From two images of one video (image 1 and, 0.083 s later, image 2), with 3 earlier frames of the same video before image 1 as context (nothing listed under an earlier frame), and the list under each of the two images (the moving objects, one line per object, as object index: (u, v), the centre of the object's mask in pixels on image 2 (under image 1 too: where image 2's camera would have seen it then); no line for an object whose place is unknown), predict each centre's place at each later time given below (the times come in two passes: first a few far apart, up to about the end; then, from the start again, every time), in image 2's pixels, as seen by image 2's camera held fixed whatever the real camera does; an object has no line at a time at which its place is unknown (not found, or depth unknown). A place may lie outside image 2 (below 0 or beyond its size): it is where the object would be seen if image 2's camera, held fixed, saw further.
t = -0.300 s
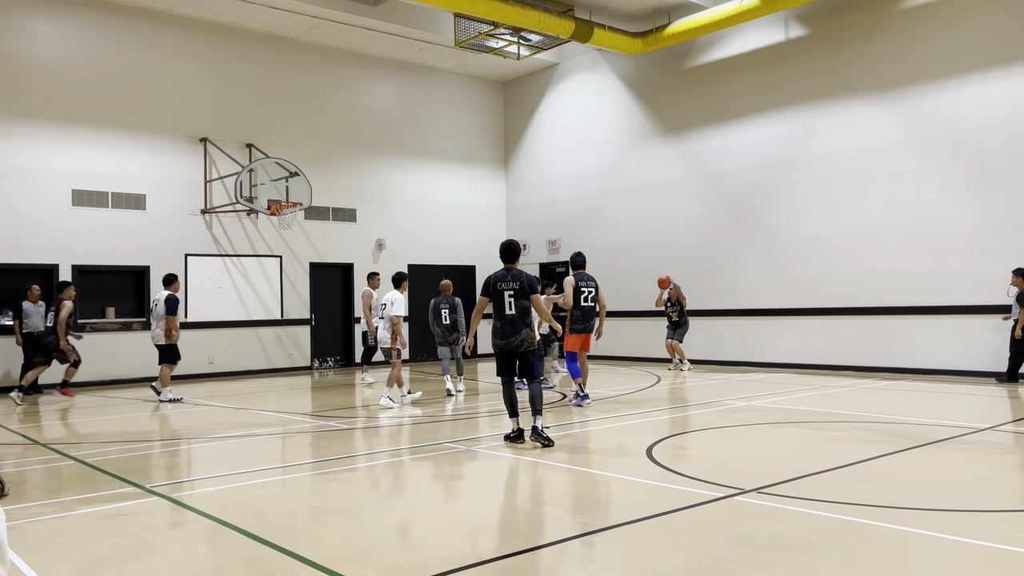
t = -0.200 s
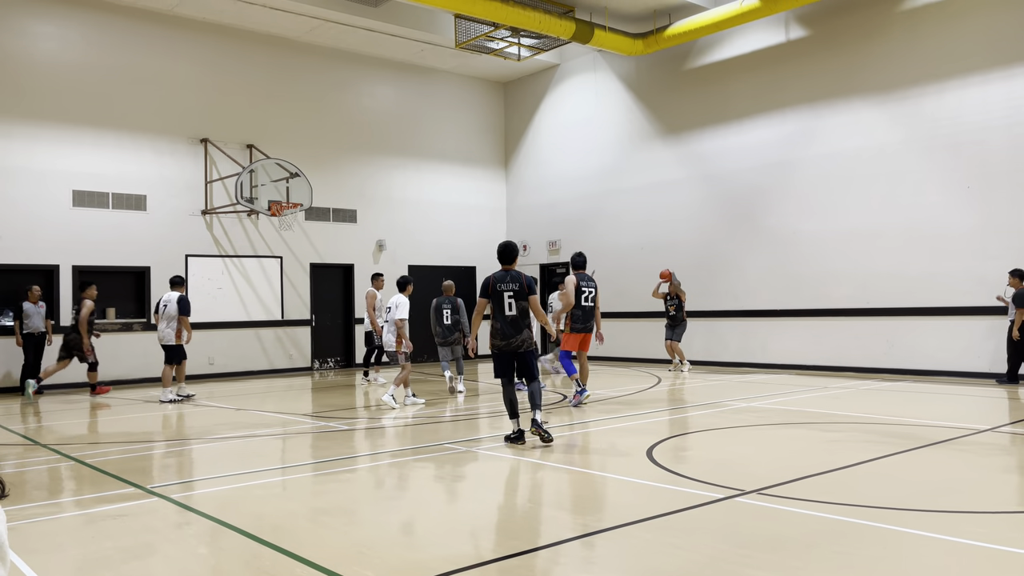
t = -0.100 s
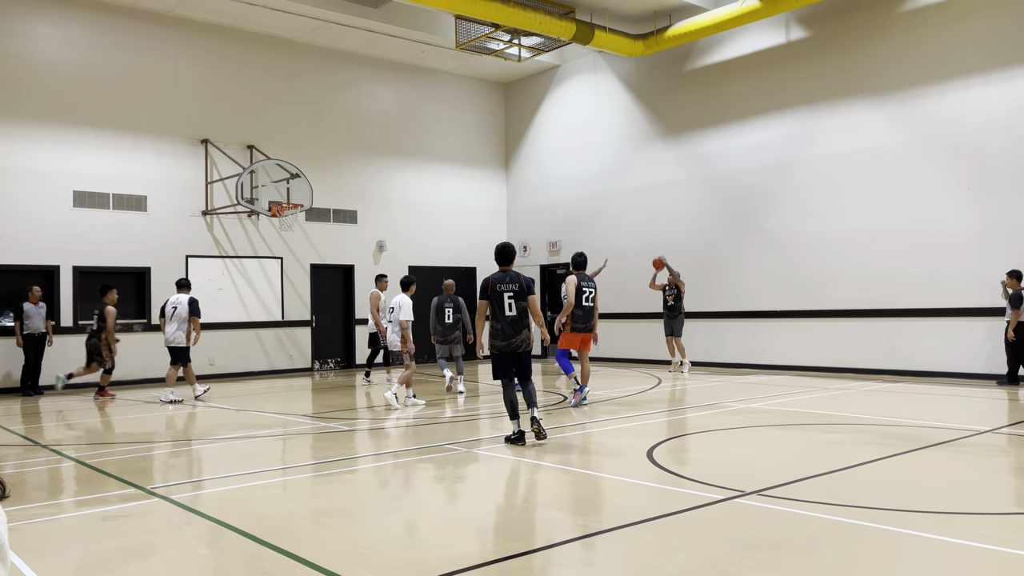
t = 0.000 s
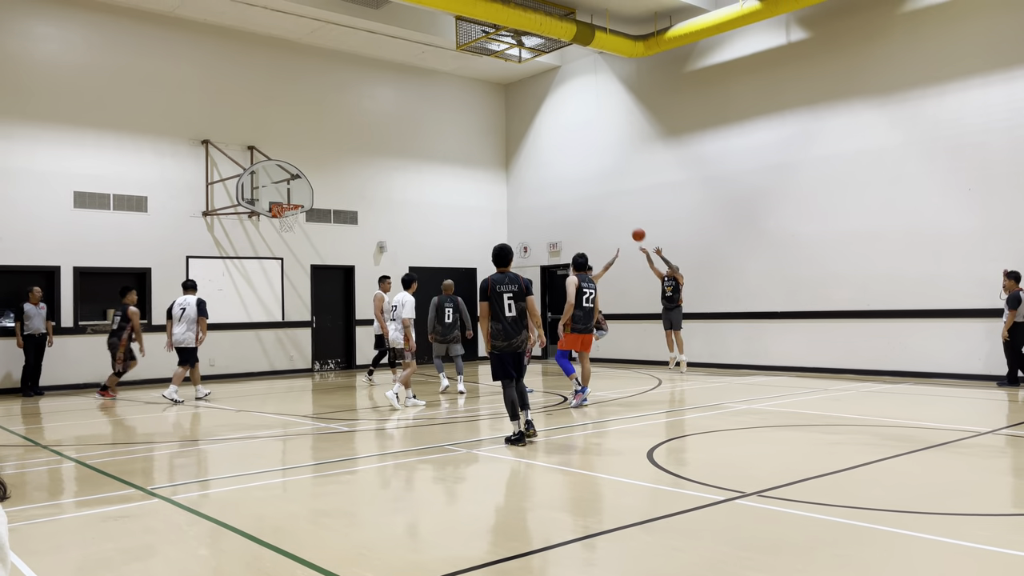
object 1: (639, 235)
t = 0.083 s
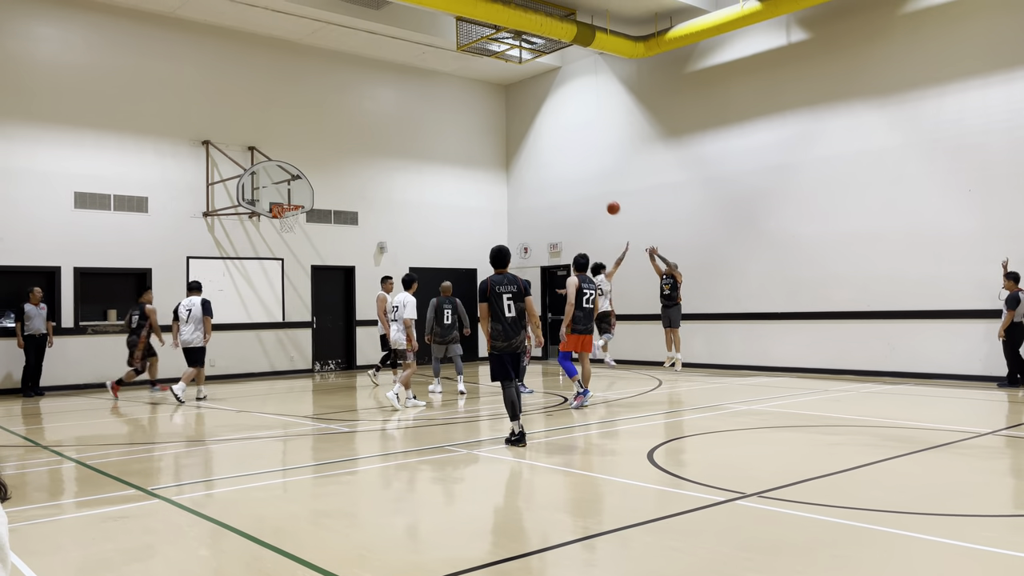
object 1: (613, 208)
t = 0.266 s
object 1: (557, 161)
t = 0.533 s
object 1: (477, 126)
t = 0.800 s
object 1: (398, 130)
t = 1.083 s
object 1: (314, 179)
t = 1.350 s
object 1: (263, 182)
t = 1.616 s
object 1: (229, 171)
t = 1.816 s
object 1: (204, 193)
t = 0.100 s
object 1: (608, 203)
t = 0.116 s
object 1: (603, 198)
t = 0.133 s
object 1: (598, 193)
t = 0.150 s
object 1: (592, 188)
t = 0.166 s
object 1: (587, 184)
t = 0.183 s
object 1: (582, 180)
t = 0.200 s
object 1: (577, 176)
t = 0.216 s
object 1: (572, 172)
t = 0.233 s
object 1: (567, 168)
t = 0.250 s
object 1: (562, 164)
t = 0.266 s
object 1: (557, 161)
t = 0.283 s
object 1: (552, 158)
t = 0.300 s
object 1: (547, 154)
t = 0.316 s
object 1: (542, 151)
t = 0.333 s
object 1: (537, 149)
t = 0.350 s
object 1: (532, 146)
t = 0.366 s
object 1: (527, 143)
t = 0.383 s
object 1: (522, 141)
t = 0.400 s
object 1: (517, 139)
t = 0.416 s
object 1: (512, 137)
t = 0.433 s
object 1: (507, 135)
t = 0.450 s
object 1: (502, 133)
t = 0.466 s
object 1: (497, 131)
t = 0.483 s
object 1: (492, 130)
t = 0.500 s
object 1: (487, 128)
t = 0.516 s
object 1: (482, 127)
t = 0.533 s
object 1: (477, 126)
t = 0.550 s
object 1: (472, 125)
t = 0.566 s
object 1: (467, 124)
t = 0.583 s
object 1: (462, 124)
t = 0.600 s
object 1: (457, 123)
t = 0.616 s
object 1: (452, 123)
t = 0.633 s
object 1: (447, 123)
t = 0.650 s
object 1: (442, 123)
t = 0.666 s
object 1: (437, 123)
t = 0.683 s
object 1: (432, 124)
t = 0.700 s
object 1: (427, 124)
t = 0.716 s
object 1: (422, 125)
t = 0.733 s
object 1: (417, 126)
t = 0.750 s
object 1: (412, 127)
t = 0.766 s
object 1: (407, 127)
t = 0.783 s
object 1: (403, 129)
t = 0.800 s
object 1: (398, 130)
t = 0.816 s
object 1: (393, 132)
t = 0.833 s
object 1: (388, 134)
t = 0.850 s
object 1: (383, 136)
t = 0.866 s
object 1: (378, 138)
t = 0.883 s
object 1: (373, 140)
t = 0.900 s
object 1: (368, 143)
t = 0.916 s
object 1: (363, 145)
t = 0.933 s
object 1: (358, 148)
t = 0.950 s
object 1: (353, 151)
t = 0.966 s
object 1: (348, 154)
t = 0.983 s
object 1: (344, 157)
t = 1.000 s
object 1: (339, 160)
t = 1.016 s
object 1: (334, 164)
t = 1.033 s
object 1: (329, 167)
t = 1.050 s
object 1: (324, 171)
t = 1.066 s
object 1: (319, 175)
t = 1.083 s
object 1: (314, 179)
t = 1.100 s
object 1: (309, 183)
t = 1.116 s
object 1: (304, 188)
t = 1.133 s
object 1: (299, 192)
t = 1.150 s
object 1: (295, 197)
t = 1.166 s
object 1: (290, 200)
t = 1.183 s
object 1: (286, 200)
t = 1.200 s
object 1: (283, 199)
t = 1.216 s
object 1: (279, 199)
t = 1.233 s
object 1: (276, 198)
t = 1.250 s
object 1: (274, 197)
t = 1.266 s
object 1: (272, 193)
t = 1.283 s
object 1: (270, 191)
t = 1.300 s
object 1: (268, 189)
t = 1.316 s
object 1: (266, 186)
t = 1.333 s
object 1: (265, 184)
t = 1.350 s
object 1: (263, 182)
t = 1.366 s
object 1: (260, 180)
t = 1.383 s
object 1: (258, 178)
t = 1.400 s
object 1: (257, 177)
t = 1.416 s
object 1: (254, 175)
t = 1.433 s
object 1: (252, 174)
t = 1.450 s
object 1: (250, 173)
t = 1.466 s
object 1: (248, 172)
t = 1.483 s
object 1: (247, 171)
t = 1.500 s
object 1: (244, 170)
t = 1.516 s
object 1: (242, 170)
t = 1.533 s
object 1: (240, 170)
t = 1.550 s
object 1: (238, 169)
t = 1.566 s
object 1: (236, 170)
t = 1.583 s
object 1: (234, 170)
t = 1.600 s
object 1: (231, 170)
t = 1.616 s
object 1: (229, 171)
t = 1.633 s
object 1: (227, 172)
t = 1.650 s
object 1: (225, 173)
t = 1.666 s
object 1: (223, 174)
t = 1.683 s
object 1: (221, 176)
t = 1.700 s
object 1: (219, 177)
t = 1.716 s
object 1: (217, 178)
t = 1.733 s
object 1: (215, 181)
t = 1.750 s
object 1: (212, 183)
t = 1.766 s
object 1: (210, 185)
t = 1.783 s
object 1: (208, 187)
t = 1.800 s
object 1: (206, 190)
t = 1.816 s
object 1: (204, 193)
